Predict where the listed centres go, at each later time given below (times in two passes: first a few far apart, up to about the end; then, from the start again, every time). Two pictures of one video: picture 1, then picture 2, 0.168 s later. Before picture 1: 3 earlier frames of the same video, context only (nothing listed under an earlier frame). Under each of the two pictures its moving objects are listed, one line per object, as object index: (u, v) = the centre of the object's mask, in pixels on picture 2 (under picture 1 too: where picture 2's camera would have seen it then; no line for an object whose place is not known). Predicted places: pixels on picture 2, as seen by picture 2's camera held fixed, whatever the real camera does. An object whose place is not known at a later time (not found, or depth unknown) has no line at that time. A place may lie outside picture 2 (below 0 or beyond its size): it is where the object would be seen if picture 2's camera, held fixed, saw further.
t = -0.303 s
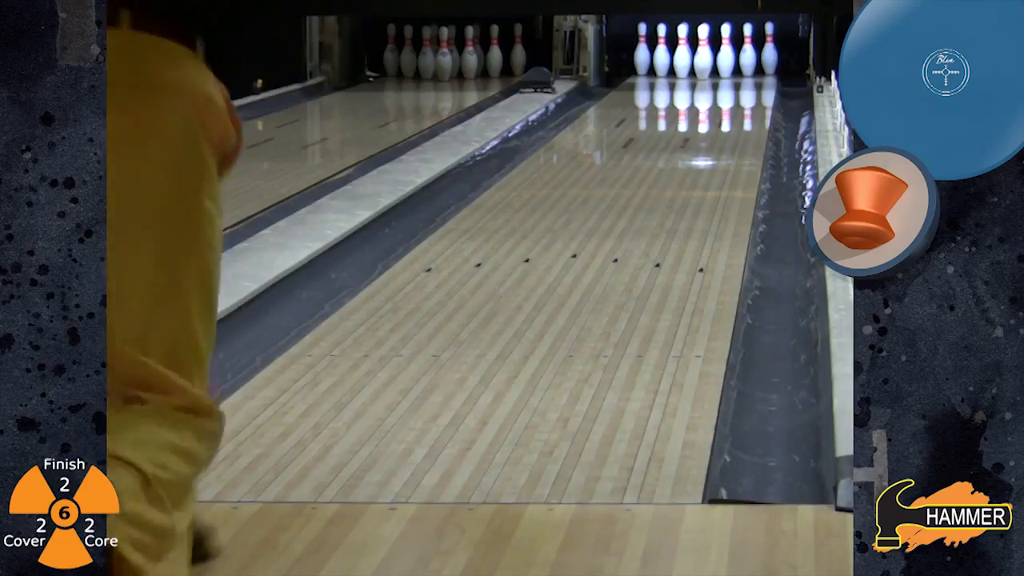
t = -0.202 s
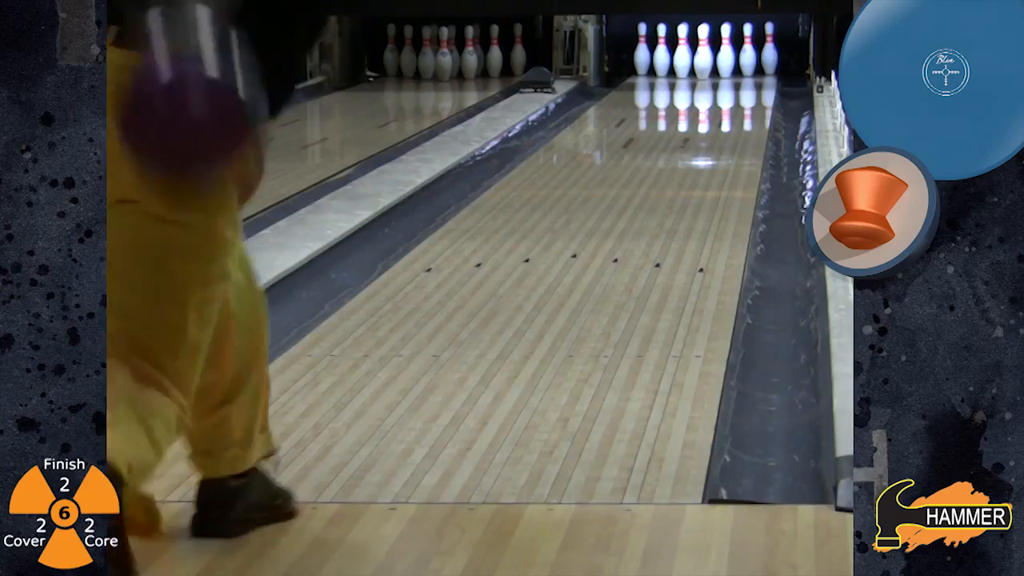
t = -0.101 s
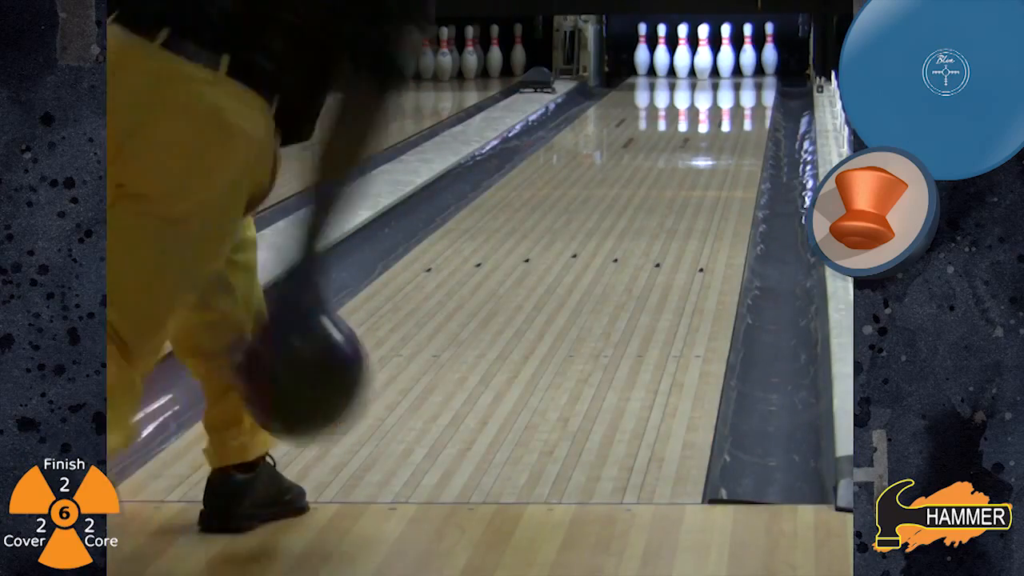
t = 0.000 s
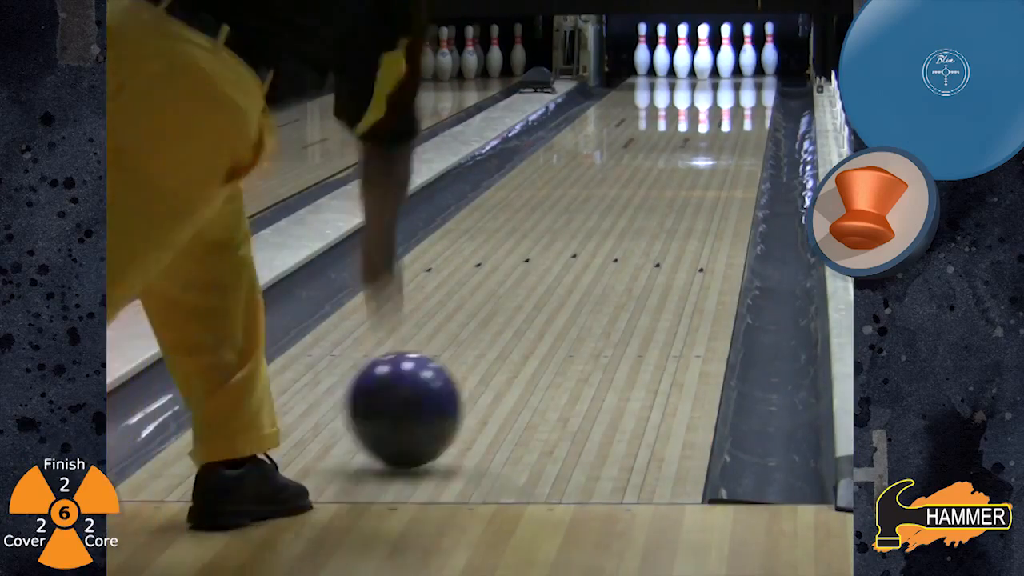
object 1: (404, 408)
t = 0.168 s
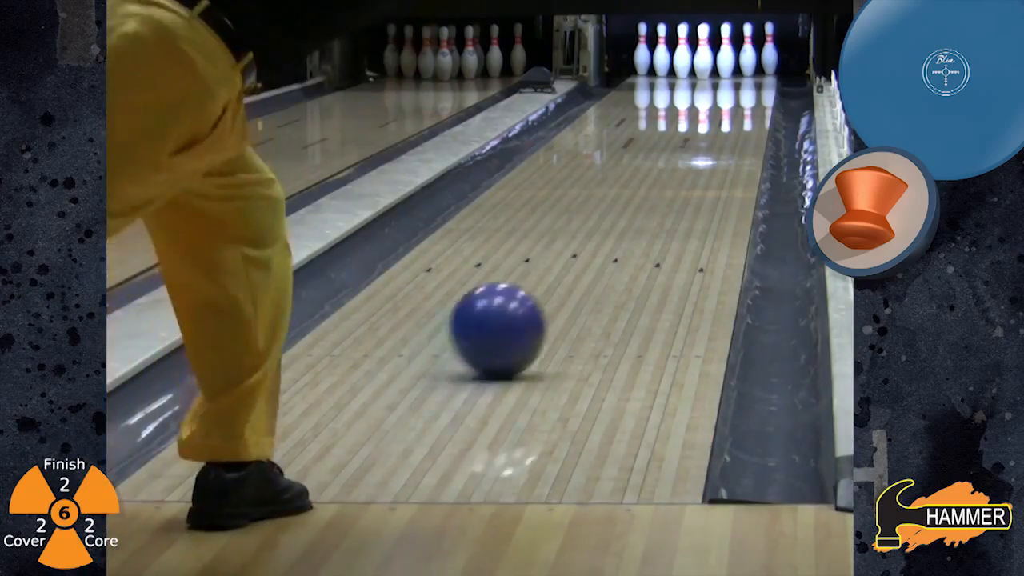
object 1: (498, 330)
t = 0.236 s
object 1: (527, 304)
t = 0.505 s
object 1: (611, 228)
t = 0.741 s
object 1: (658, 184)
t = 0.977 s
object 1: (691, 152)
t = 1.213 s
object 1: (714, 128)
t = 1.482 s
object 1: (731, 106)
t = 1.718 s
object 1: (735, 91)
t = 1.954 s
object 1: (732, 79)
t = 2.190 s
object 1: (722, 69)
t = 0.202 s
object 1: (513, 316)
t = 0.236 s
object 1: (527, 304)
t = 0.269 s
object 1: (540, 292)
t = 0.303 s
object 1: (552, 282)
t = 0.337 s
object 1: (563, 271)
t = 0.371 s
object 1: (574, 262)
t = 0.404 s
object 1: (584, 253)
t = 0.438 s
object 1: (594, 245)
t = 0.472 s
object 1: (603, 236)
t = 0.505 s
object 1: (611, 228)
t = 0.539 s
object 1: (619, 221)
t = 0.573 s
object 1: (626, 214)
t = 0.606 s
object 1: (634, 208)
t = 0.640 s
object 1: (640, 201)
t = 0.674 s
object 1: (647, 195)
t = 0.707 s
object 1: (653, 190)
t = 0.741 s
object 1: (658, 184)
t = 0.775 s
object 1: (664, 179)
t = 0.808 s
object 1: (669, 174)
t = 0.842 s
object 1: (674, 169)
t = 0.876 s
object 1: (679, 164)
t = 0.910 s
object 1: (683, 160)
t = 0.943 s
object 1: (687, 156)
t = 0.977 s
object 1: (691, 152)
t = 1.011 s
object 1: (695, 148)
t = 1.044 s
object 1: (698, 144)
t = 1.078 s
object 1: (702, 141)
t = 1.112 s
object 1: (705, 138)
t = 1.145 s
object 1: (708, 135)
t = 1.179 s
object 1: (712, 130)
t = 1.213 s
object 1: (714, 128)
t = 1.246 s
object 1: (716, 125)
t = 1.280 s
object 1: (719, 122)
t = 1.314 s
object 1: (721, 119)
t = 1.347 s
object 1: (723, 117)
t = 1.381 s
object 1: (725, 113)
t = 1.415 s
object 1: (727, 111)
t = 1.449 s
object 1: (729, 108)
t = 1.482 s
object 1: (731, 106)
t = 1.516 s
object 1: (732, 103)
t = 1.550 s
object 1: (733, 101)
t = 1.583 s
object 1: (733, 99)
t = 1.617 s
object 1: (734, 97)
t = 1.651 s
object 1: (735, 95)
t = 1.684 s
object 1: (735, 93)
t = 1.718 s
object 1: (735, 91)
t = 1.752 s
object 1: (735, 89)
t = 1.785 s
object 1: (735, 87)
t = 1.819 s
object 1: (735, 85)
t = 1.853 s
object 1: (734, 83)
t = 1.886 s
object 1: (733, 82)
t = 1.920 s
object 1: (733, 81)
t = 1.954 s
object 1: (732, 79)
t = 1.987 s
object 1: (731, 77)
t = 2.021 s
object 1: (730, 76)
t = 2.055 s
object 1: (729, 75)
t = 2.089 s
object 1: (726, 73)
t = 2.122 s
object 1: (725, 72)
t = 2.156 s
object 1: (724, 70)
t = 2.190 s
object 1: (722, 69)
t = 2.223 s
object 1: (720, 67)
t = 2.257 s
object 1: (717, 66)
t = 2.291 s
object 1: (715, 65)
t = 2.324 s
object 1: (718, 64)
